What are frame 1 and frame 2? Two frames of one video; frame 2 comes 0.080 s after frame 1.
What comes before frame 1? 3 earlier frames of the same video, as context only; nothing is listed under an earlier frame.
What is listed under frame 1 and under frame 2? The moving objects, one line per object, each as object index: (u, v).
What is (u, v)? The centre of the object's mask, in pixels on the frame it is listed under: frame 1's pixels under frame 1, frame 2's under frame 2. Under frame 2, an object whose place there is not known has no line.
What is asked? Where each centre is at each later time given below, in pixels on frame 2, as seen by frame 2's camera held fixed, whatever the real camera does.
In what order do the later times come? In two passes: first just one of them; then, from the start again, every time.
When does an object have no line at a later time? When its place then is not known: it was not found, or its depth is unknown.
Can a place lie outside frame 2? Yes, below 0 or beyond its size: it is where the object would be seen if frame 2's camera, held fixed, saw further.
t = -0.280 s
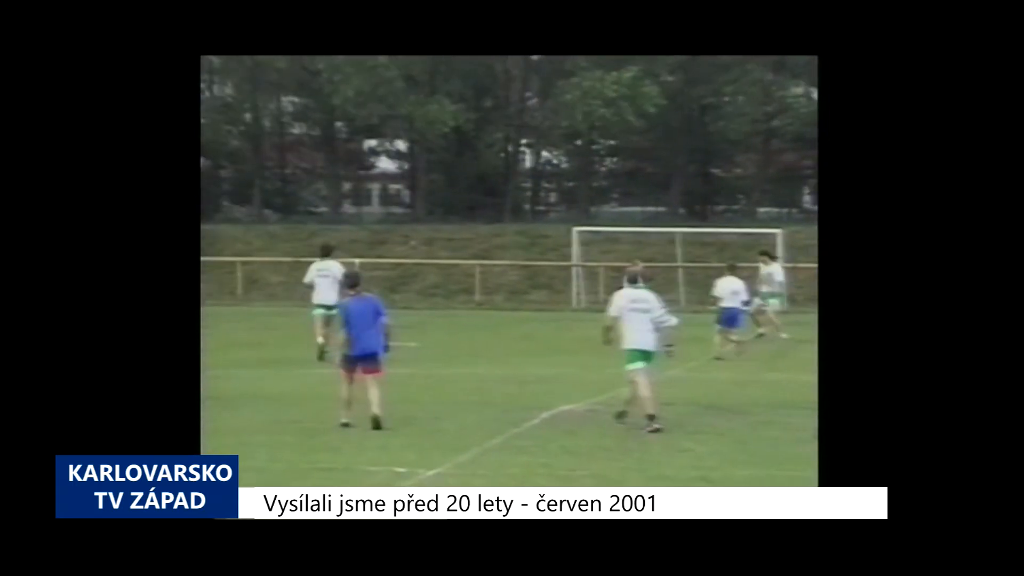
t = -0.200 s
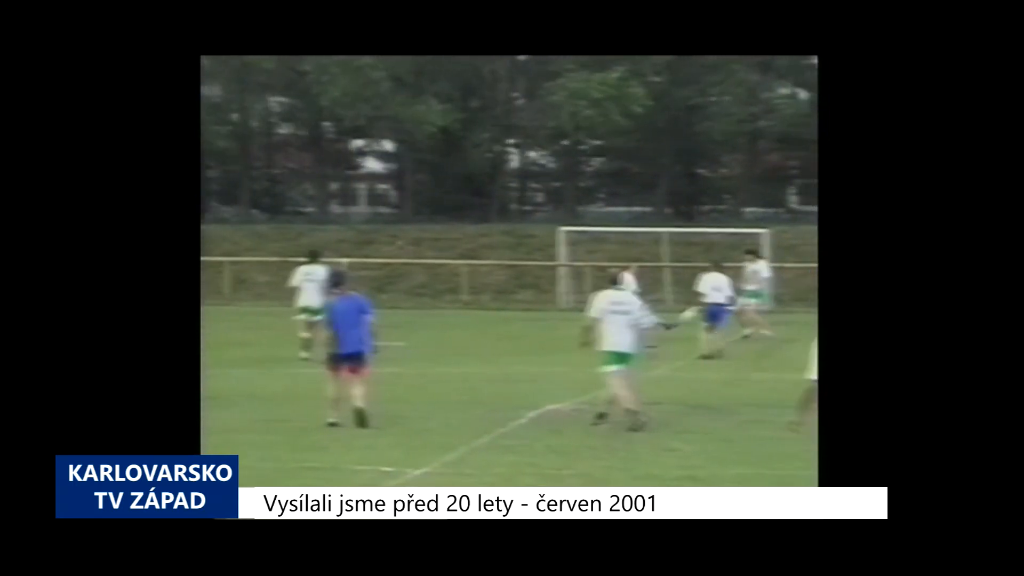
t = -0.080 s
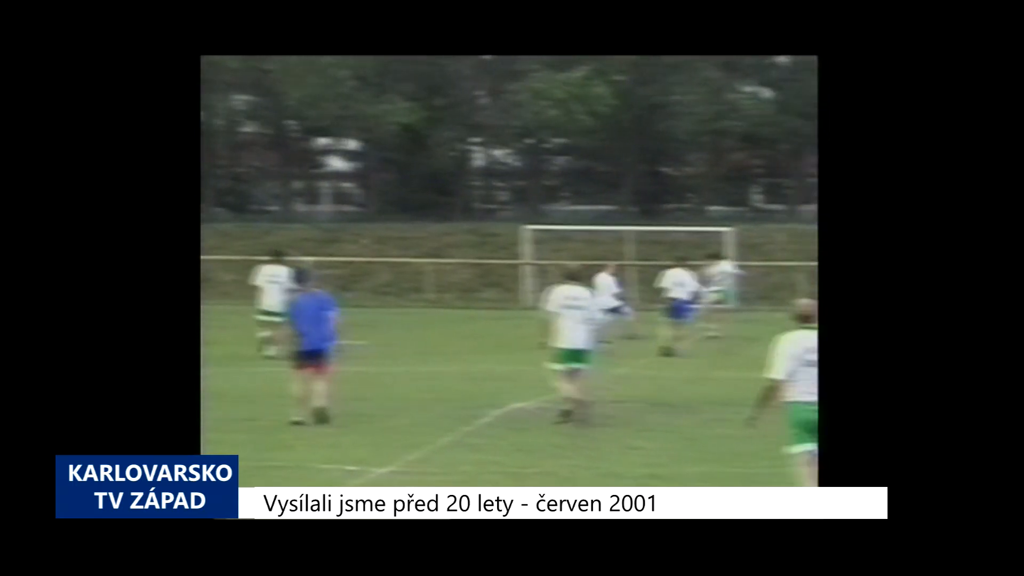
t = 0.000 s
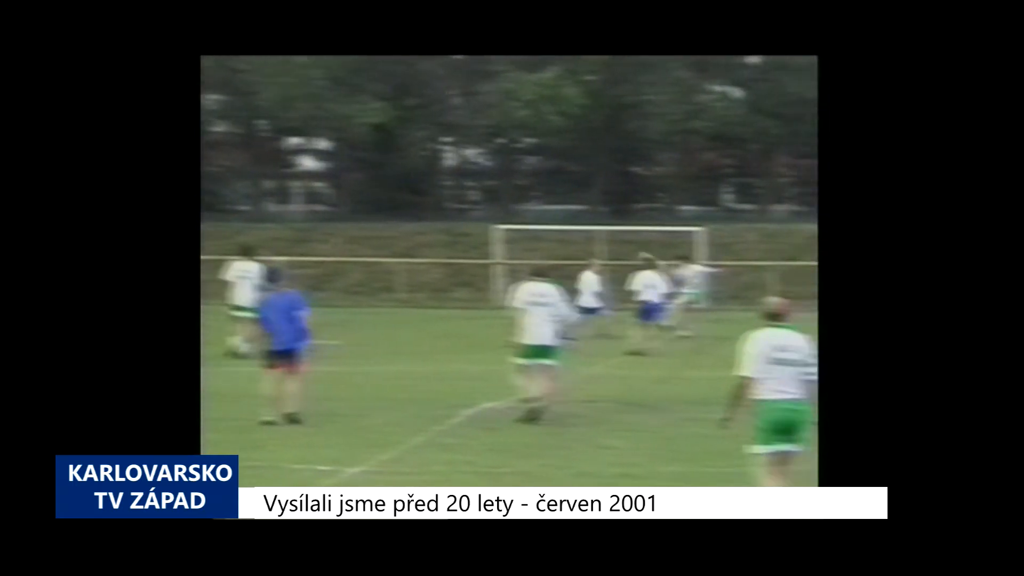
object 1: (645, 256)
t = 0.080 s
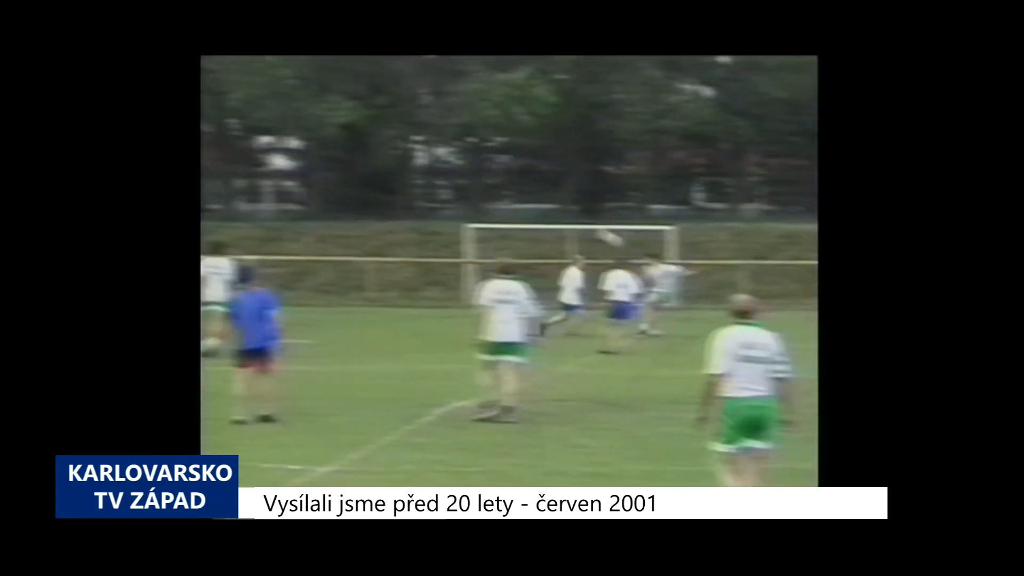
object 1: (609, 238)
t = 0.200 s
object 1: (591, 209)
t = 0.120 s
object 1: (603, 227)
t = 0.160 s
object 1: (597, 217)
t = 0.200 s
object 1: (591, 209)
